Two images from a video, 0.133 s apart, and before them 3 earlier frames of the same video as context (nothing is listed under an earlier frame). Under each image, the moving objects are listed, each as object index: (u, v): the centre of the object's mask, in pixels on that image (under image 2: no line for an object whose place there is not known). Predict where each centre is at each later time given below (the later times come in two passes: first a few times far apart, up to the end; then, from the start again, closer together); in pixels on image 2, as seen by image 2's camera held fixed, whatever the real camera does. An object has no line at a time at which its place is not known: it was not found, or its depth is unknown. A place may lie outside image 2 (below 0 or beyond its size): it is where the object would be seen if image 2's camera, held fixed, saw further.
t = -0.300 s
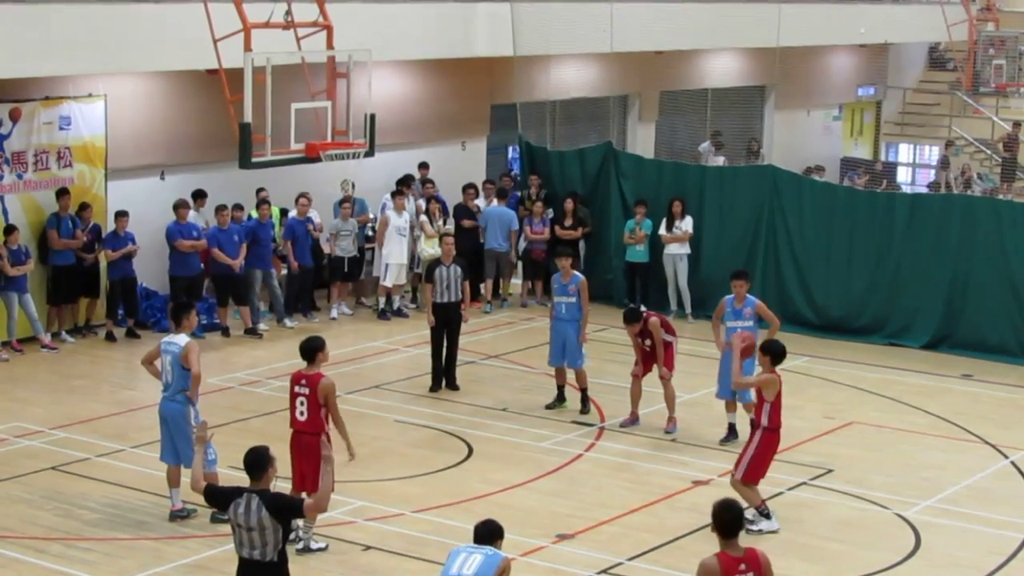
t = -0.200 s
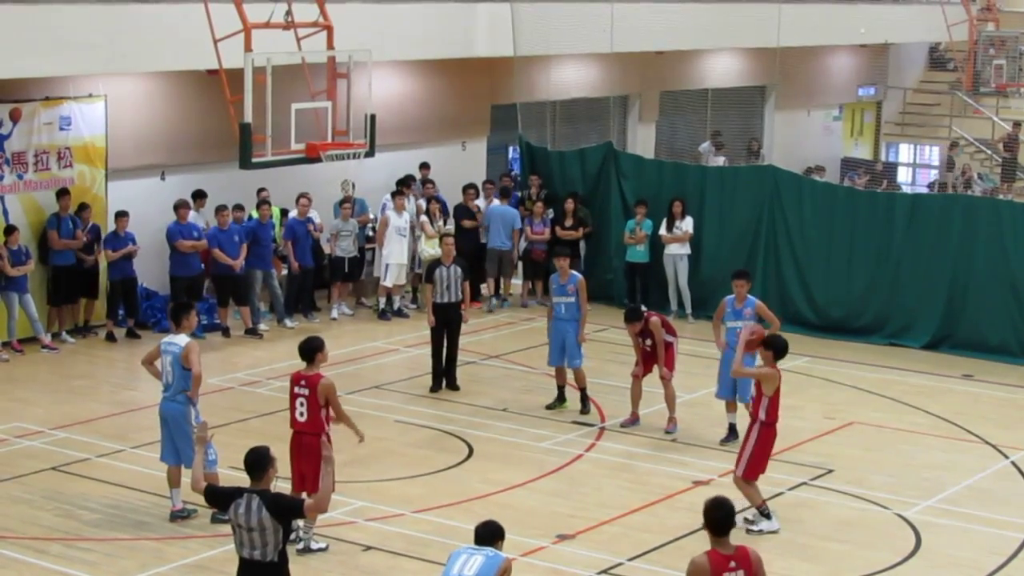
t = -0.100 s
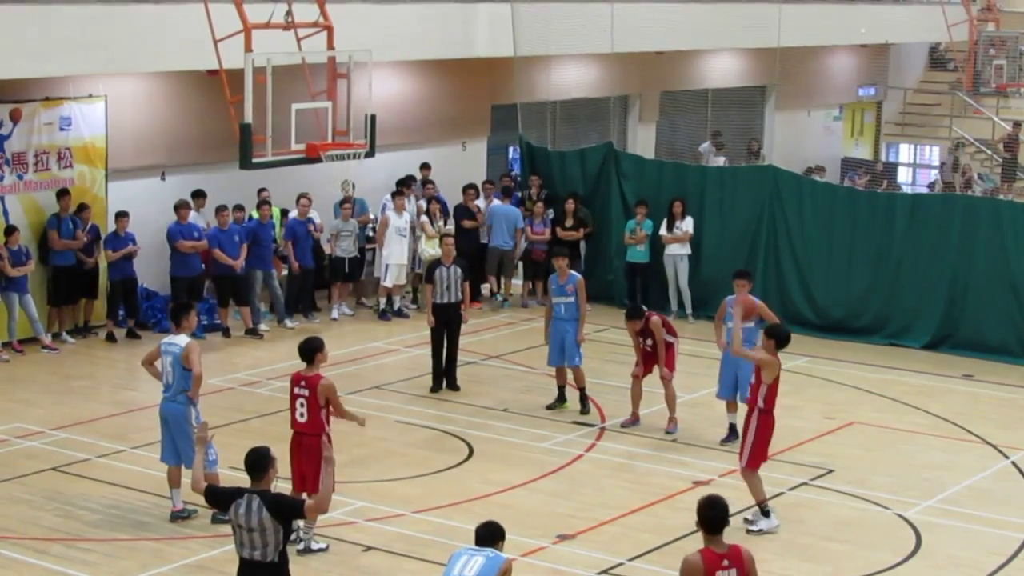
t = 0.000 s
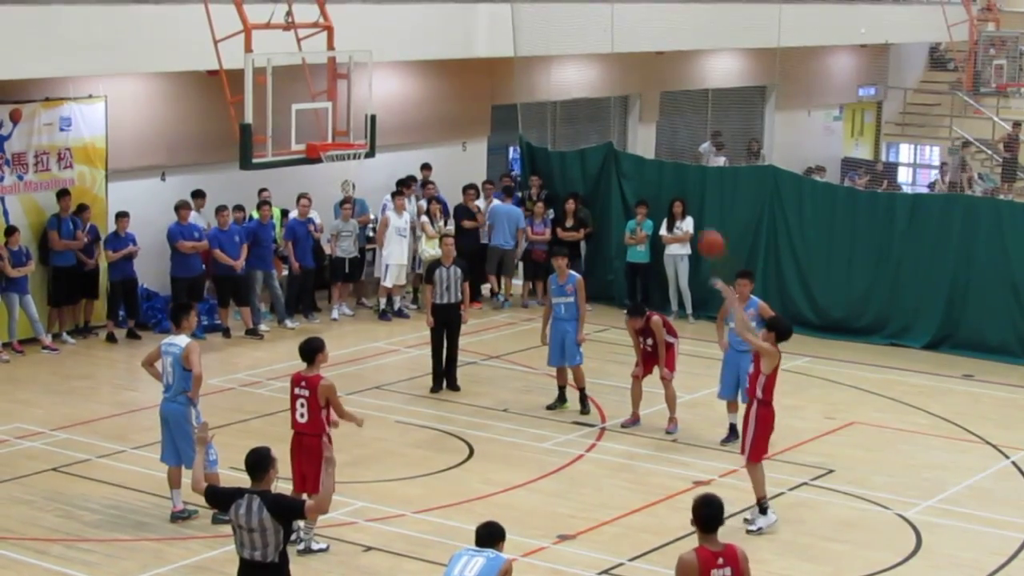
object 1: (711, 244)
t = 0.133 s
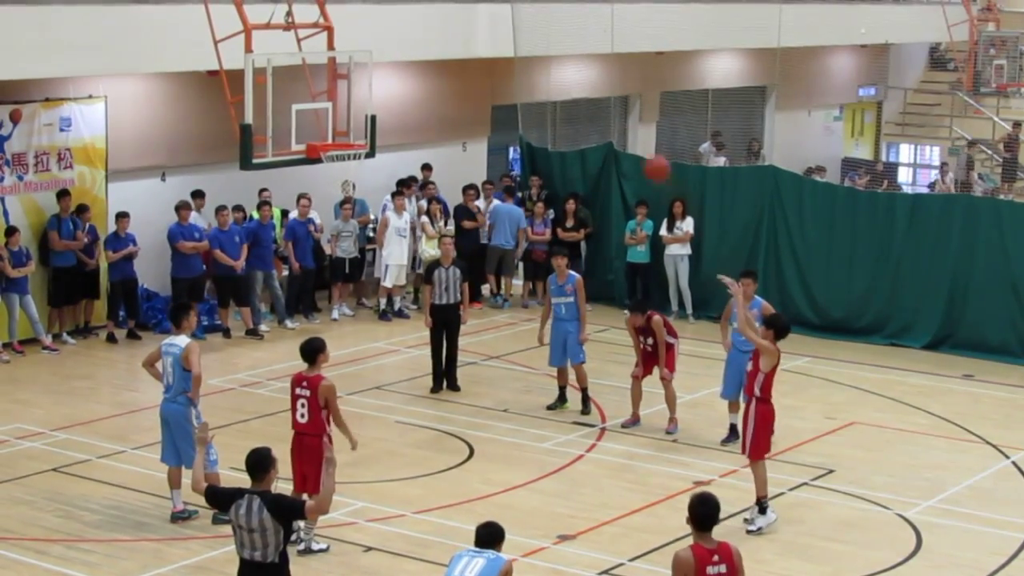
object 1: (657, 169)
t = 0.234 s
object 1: (615, 125)
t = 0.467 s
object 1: (524, 69)
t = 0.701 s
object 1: (437, 71)
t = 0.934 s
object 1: (356, 127)
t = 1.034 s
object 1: (335, 165)
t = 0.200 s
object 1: (628, 139)
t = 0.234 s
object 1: (615, 125)
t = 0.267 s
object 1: (603, 113)
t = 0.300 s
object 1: (590, 103)
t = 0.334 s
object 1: (576, 94)
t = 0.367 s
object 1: (562, 86)
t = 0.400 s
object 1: (550, 79)
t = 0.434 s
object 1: (537, 74)
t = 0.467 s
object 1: (524, 69)
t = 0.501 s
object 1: (512, 66)
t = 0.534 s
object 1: (499, 64)
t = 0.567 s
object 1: (486, 63)
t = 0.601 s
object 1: (475, 63)
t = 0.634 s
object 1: (462, 64)
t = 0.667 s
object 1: (449, 68)
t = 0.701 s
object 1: (437, 71)
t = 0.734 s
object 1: (426, 76)
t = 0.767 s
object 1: (413, 82)
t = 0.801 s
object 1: (402, 89)
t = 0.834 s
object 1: (390, 97)
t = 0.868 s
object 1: (379, 106)
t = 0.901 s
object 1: (368, 116)
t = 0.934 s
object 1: (356, 127)
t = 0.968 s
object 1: (345, 137)
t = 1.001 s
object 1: (338, 151)
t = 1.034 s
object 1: (335, 165)
